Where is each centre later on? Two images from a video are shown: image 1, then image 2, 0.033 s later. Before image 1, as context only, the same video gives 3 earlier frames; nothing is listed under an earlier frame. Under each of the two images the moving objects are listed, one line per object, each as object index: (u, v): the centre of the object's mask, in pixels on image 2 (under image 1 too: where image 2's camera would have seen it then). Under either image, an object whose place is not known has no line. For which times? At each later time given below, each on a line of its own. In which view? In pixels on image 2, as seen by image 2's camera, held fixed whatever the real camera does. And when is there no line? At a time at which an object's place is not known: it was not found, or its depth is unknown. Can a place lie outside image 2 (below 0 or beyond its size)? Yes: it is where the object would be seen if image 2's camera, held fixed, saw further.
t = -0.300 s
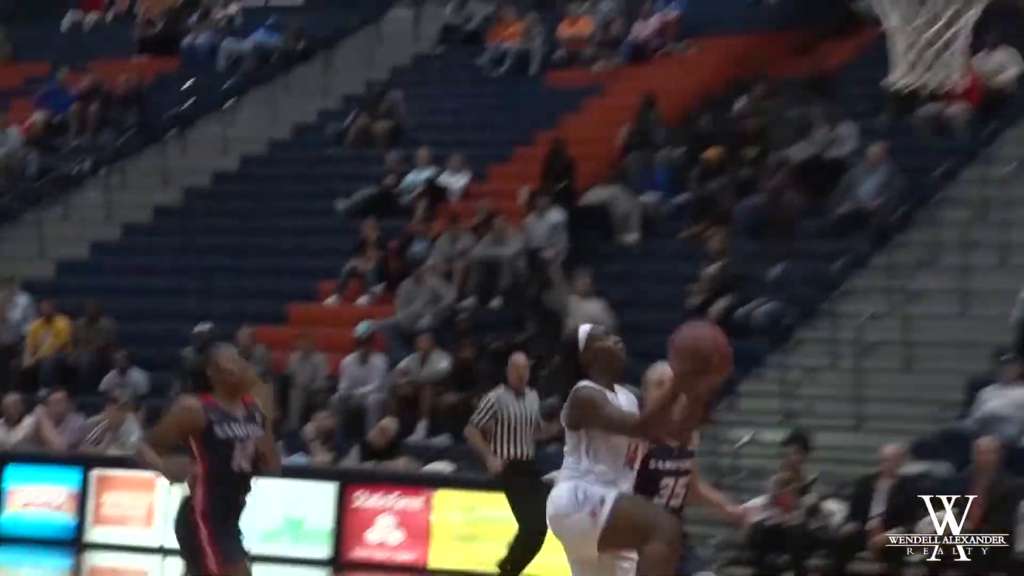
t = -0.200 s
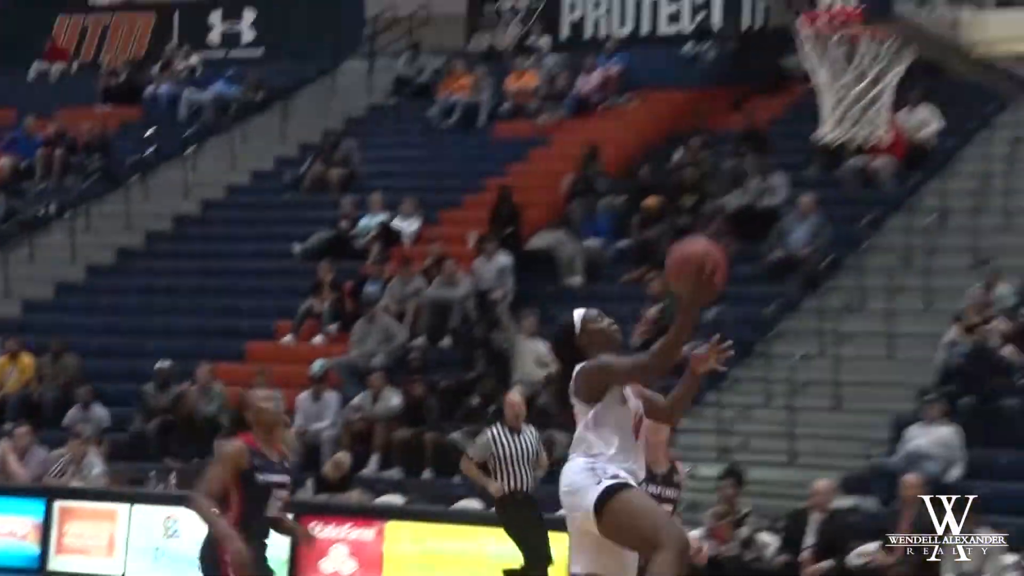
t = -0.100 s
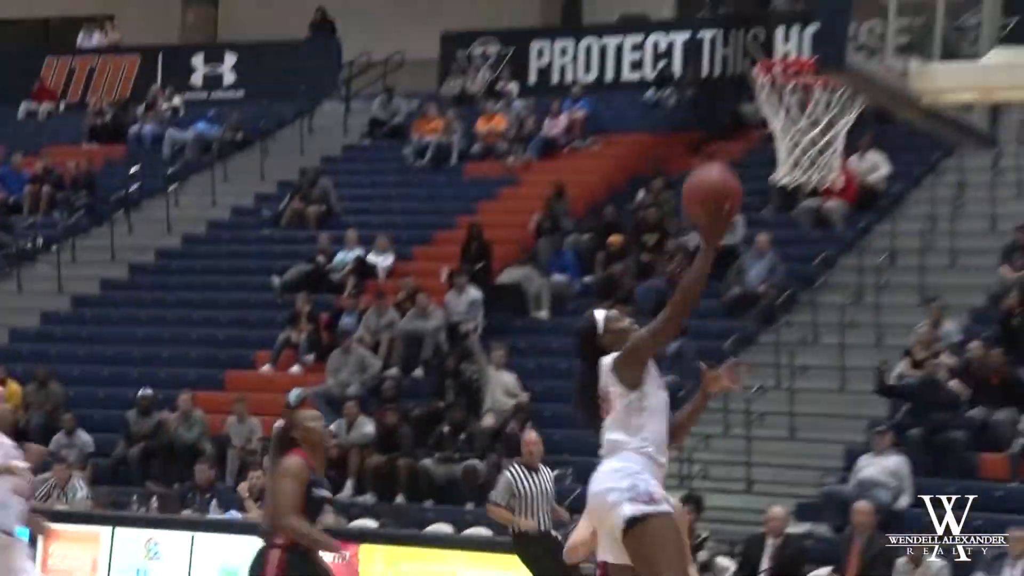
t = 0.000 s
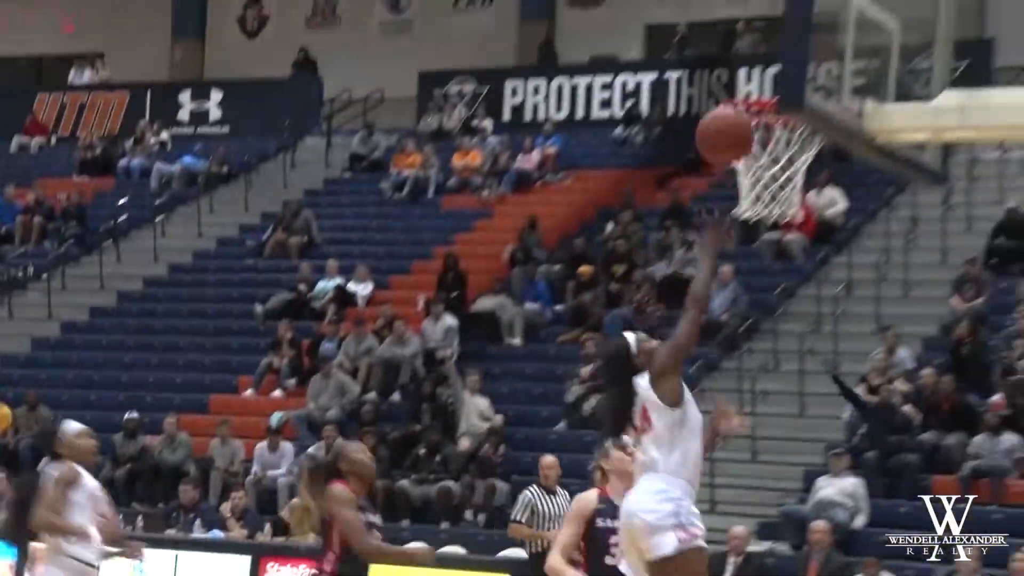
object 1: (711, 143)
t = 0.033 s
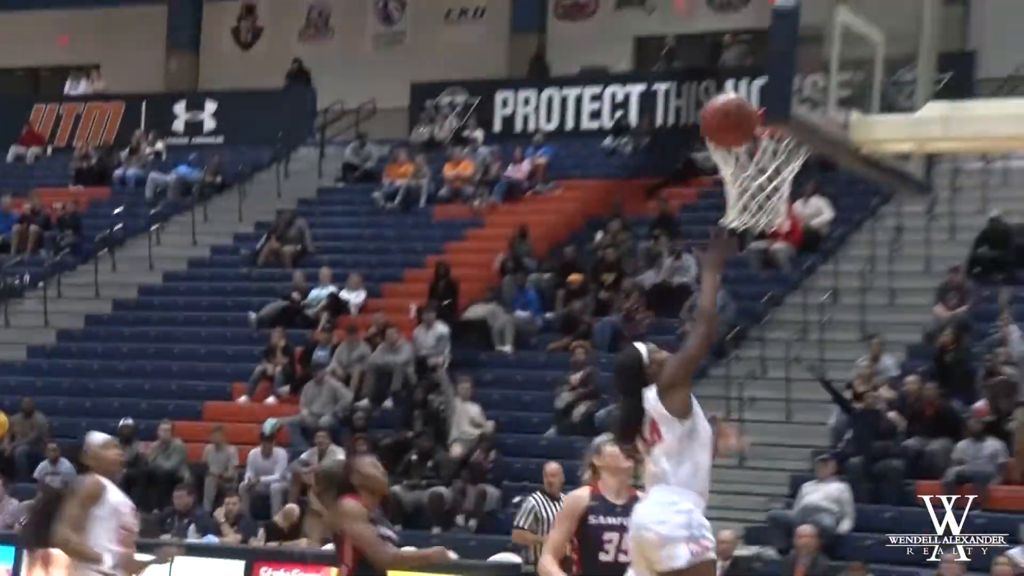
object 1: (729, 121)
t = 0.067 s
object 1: (743, 101)
